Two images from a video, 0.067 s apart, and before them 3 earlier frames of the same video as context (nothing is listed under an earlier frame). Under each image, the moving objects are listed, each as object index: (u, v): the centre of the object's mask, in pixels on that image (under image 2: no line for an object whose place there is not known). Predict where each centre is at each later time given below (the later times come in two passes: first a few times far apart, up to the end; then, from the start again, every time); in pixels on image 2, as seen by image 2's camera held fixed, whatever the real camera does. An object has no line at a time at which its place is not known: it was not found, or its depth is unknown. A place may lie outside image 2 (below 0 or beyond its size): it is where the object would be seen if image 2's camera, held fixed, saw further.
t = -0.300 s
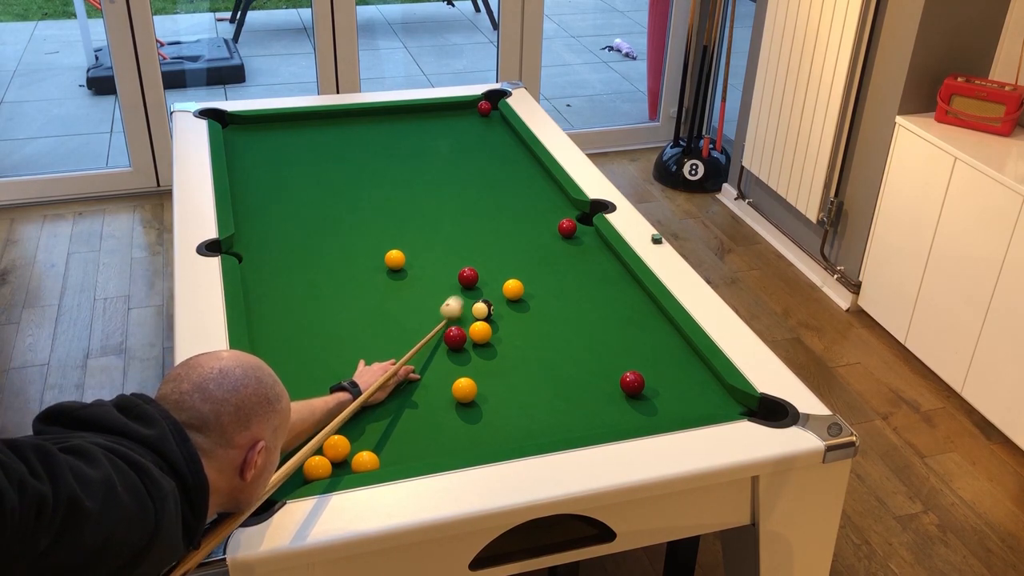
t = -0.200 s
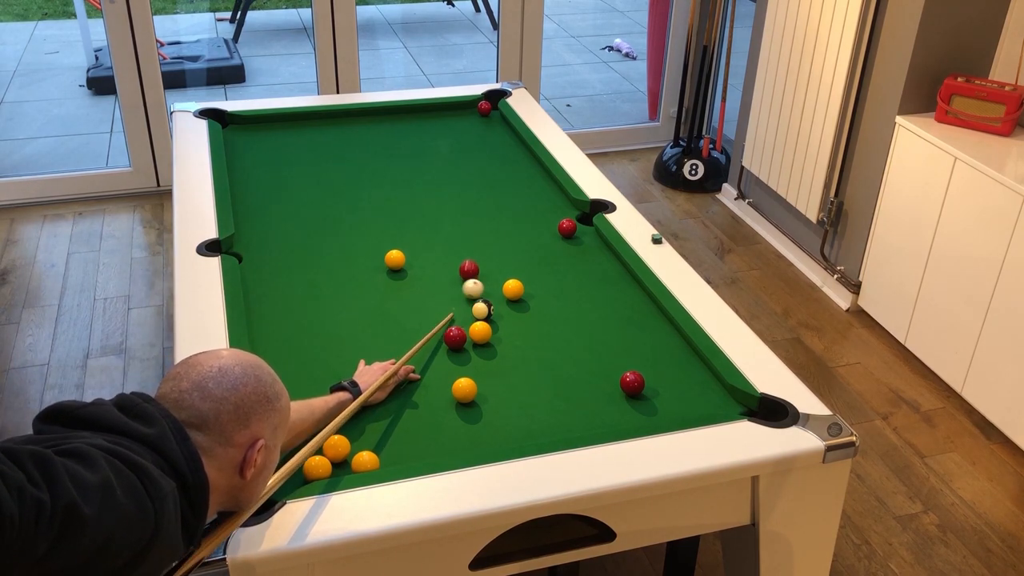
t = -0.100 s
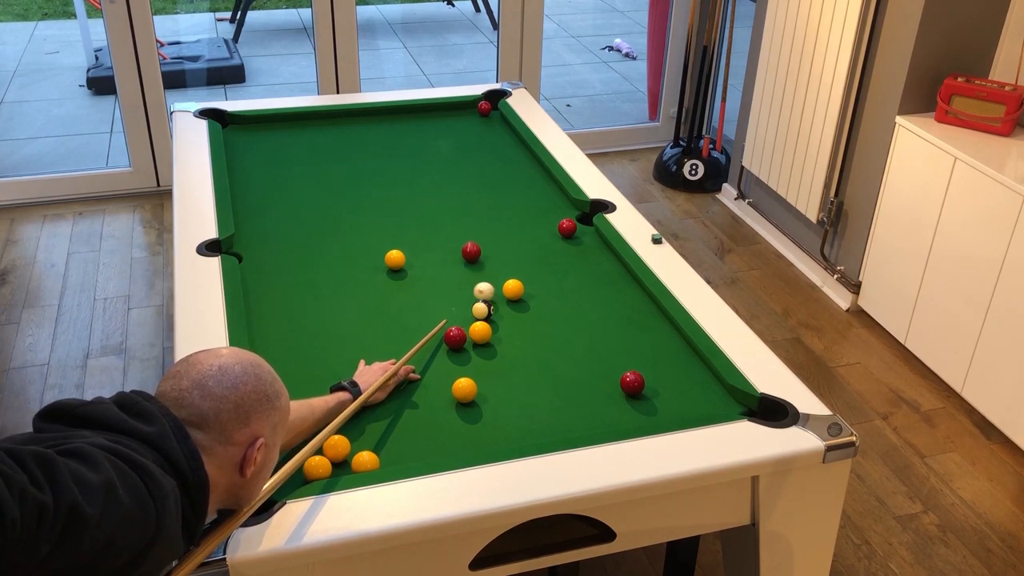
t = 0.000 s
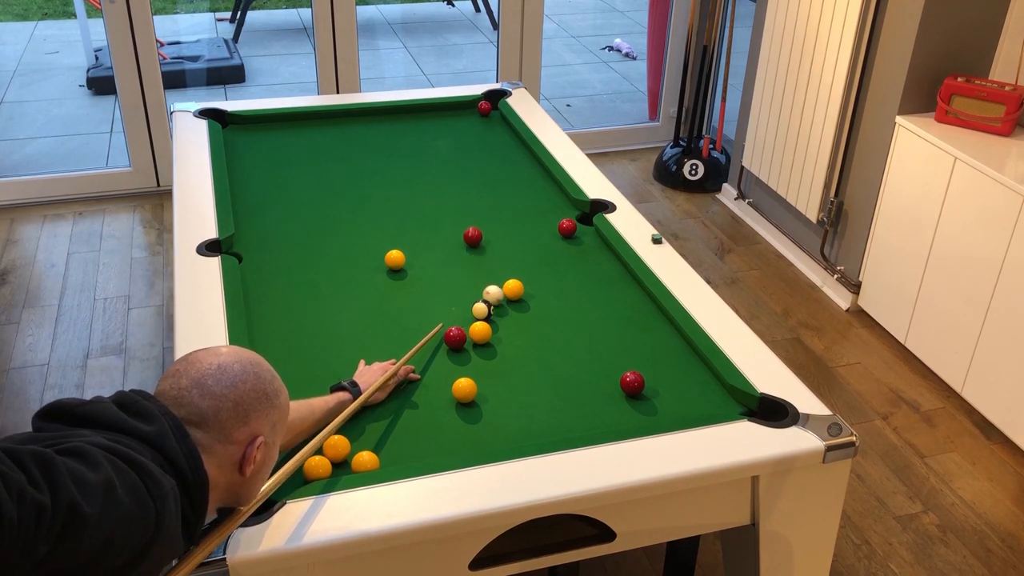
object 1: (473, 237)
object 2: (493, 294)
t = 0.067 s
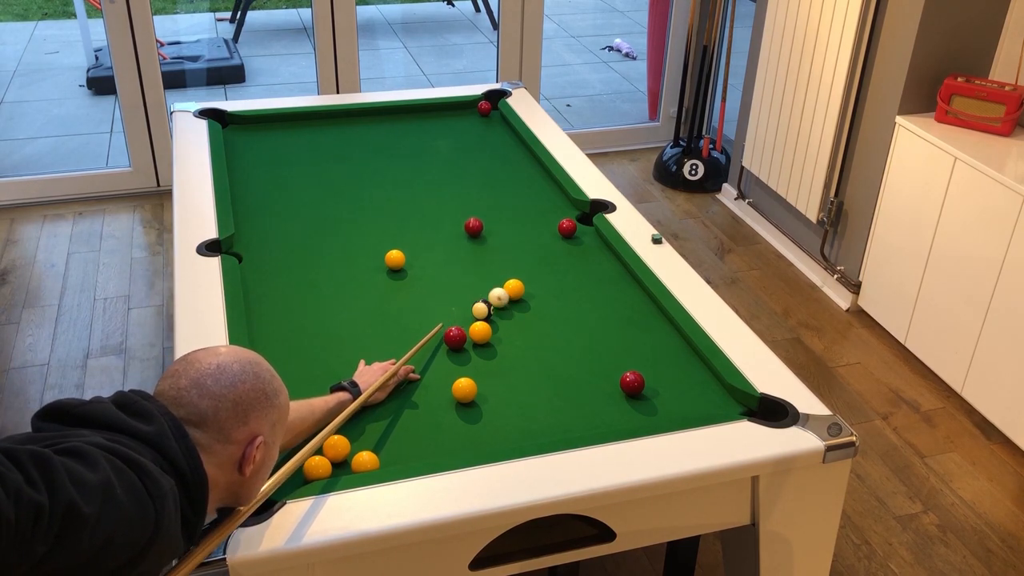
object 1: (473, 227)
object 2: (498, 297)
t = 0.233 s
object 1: (476, 204)
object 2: (509, 304)
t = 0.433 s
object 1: (478, 180)
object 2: (520, 311)
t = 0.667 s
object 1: (481, 155)
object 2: (532, 319)
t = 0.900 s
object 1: (483, 134)
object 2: (544, 327)
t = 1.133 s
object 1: (486, 115)
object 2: (554, 333)
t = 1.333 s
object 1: (490, 110)
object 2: (562, 339)
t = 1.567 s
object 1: (488, 108)
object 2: (569, 344)
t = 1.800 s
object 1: (484, 106)
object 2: (576, 349)
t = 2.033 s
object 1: (480, 105)
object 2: (581, 352)
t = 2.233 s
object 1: (478, 104)
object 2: (585, 355)
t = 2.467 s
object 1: (478, 104)
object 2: (587, 356)
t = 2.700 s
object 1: (478, 104)
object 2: (587, 357)
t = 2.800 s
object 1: (478, 104)
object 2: (587, 357)
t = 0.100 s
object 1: (474, 221)
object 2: (500, 298)
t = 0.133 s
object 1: (474, 217)
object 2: (502, 300)
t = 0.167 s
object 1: (475, 212)
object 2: (505, 301)
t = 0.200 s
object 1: (475, 208)
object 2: (506, 302)
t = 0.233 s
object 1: (476, 204)
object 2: (509, 304)
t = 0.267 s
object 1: (476, 199)
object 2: (511, 305)
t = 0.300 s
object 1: (477, 195)
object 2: (512, 306)
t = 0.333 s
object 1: (477, 191)
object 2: (514, 308)
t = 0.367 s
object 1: (478, 187)
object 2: (516, 309)
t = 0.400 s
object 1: (478, 183)
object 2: (518, 310)
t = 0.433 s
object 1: (478, 180)
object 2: (520, 311)
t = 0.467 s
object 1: (479, 176)
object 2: (522, 312)
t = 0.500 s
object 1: (479, 172)
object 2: (524, 314)
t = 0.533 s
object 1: (479, 169)
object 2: (525, 315)
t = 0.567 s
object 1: (480, 165)
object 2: (527, 316)
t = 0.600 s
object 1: (480, 162)
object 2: (529, 317)
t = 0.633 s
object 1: (481, 159)
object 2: (531, 318)
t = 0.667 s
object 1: (481, 155)
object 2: (532, 319)
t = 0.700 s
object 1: (481, 152)
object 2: (534, 320)
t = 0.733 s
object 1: (482, 149)
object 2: (536, 321)
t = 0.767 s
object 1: (482, 145)
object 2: (537, 323)
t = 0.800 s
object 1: (482, 142)
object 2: (539, 324)
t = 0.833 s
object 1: (483, 139)
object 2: (540, 325)
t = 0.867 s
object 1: (483, 136)
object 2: (542, 326)
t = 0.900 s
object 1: (483, 134)
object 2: (544, 327)
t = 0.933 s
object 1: (484, 131)
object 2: (545, 328)
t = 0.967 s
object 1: (484, 128)
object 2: (547, 329)
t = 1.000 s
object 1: (484, 125)
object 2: (548, 330)
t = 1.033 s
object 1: (485, 123)
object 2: (550, 331)
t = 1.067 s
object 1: (485, 120)
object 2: (551, 332)
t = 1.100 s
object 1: (485, 117)
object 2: (552, 333)
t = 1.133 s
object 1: (486, 115)
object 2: (554, 333)
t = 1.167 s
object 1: (486, 113)
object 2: (555, 334)
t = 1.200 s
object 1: (487, 113)
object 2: (556, 335)
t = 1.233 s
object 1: (488, 112)
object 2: (558, 336)
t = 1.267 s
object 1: (488, 112)
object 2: (559, 337)
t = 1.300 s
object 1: (489, 111)
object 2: (560, 338)
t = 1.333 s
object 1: (490, 110)
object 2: (562, 339)
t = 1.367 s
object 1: (490, 110)
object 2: (563, 340)
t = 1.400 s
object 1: (491, 109)
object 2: (564, 340)
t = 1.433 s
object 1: (491, 109)
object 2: (565, 341)
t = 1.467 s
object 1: (490, 109)
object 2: (566, 342)
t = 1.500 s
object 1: (489, 108)
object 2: (567, 343)
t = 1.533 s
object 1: (489, 108)
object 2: (568, 343)
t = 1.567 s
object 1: (488, 108)
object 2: (569, 344)
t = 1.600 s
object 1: (488, 108)
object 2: (571, 345)
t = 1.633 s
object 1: (486, 107)
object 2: (572, 345)
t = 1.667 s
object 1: (486, 107)
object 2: (572, 346)
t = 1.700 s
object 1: (485, 107)
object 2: (573, 347)
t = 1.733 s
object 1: (485, 107)
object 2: (574, 347)
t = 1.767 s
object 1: (484, 106)
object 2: (575, 348)
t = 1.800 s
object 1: (484, 106)
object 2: (576, 349)
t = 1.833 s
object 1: (483, 106)
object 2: (577, 349)
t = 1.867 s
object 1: (482, 105)
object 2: (578, 350)
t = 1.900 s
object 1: (482, 105)
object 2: (579, 350)
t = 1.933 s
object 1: (481, 105)
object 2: (579, 351)
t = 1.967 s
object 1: (481, 105)
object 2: (580, 351)
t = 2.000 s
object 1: (481, 105)
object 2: (581, 352)
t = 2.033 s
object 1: (480, 105)
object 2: (581, 352)
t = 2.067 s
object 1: (480, 104)
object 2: (582, 352)
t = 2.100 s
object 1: (479, 104)
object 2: (583, 353)
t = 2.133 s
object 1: (479, 104)
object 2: (583, 353)
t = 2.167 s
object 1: (478, 104)
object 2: (584, 354)
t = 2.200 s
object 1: (478, 104)
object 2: (584, 354)
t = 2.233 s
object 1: (478, 104)
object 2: (585, 355)
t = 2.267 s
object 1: (478, 104)
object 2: (585, 355)
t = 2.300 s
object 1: (478, 104)
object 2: (585, 355)
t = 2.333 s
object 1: (478, 104)
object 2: (586, 356)
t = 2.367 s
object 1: (478, 104)
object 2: (586, 356)
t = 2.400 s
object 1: (478, 104)
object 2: (586, 356)
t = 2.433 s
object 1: (478, 104)
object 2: (586, 356)
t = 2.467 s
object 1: (478, 104)
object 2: (587, 356)
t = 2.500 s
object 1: (478, 104)
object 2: (587, 356)
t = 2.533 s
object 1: (478, 104)
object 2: (587, 357)
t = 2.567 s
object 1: (478, 104)
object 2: (587, 357)
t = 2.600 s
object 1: (478, 104)
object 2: (587, 357)
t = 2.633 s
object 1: (478, 104)
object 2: (587, 357)
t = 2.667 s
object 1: (478, 104)
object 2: (587, 357)
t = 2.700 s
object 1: (478, 104)
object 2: (587, 357)
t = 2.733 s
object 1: (478, 104)
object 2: (587, 357)
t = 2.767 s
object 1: (478, 104)
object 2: (587, 357)
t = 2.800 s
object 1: (478, 104)
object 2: (587, 357)
